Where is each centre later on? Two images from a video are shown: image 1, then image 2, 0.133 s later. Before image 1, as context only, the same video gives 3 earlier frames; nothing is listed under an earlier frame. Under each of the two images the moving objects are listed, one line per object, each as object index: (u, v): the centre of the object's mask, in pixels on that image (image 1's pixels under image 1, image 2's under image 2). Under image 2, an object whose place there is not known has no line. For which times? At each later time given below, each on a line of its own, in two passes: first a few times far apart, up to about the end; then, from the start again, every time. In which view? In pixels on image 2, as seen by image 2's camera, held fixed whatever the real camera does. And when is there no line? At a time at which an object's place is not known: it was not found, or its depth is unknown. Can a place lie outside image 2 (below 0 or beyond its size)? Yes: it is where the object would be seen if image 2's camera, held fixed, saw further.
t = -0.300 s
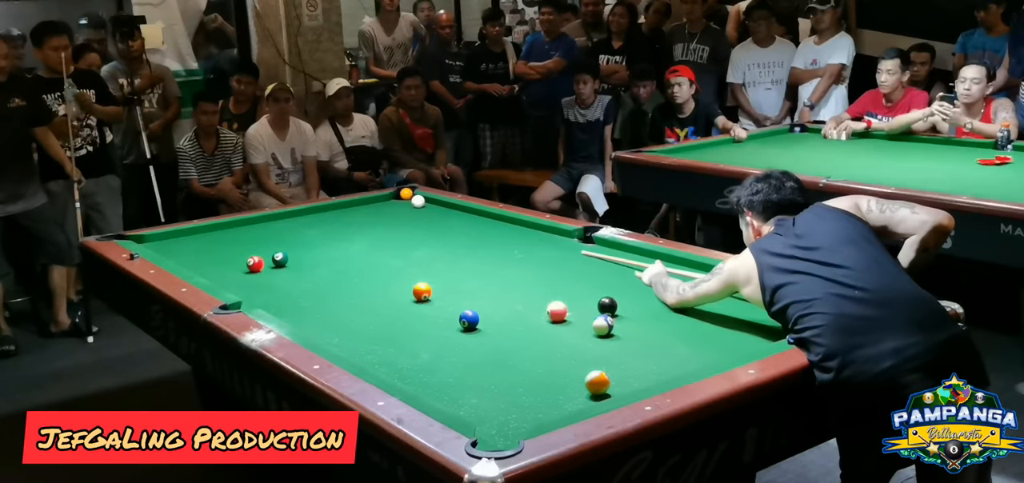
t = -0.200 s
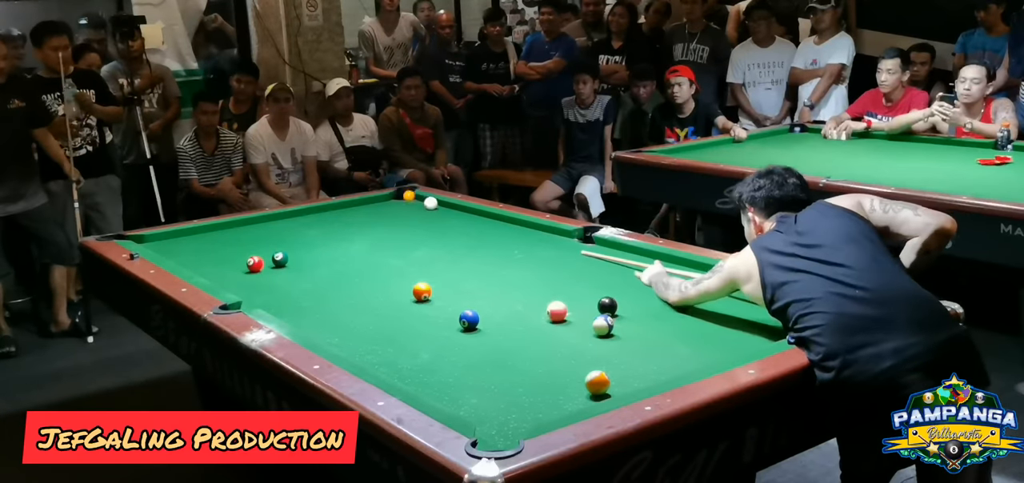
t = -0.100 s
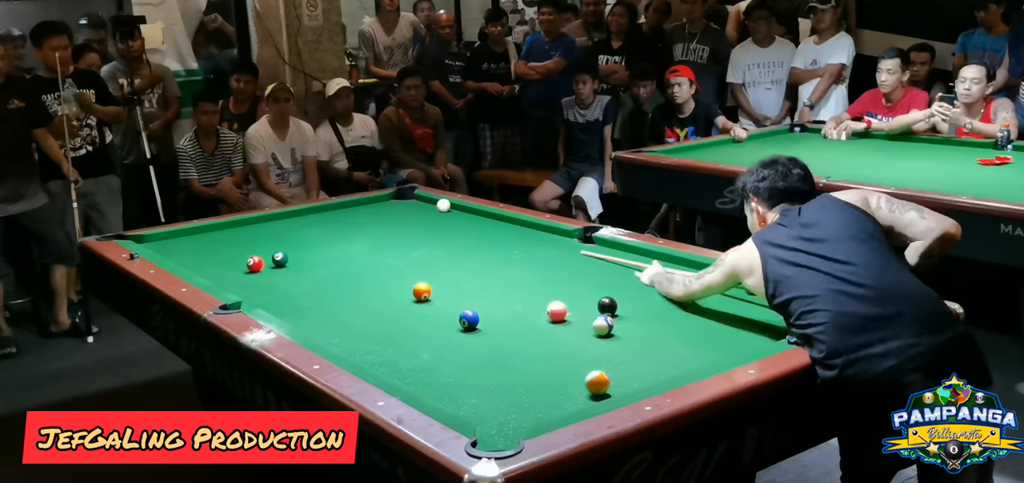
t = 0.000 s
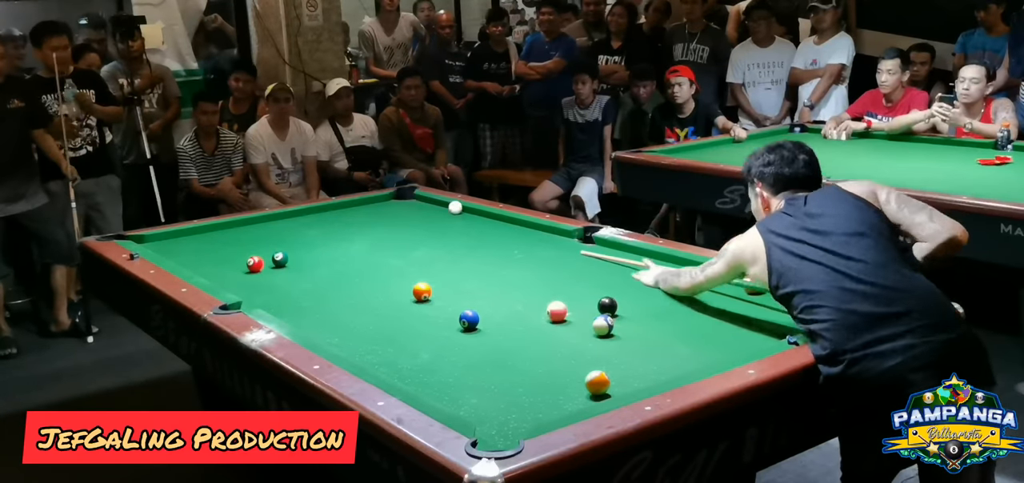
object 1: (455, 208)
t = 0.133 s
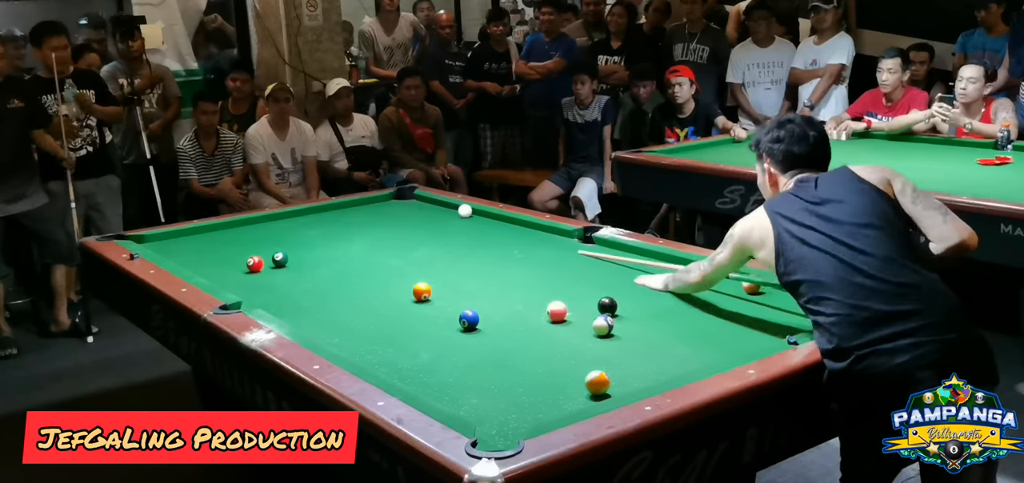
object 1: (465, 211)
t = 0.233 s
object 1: (472, 214)
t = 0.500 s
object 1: (493, 221)
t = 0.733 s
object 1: (511, 226)
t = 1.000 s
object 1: (533, 234)
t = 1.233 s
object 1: (552, 240)
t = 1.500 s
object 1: (573, 248)
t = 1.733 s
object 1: (591, 254)
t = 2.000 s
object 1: (613, 262)
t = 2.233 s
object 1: (633, 272)
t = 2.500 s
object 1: (654, 278)
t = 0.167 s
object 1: (467, 212)
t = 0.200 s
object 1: (470, 213)
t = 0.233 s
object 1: (472, 214)
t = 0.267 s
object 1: (475, 214)
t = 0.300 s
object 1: (478, 215)
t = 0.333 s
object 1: (480, 216)
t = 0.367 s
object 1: (482, 217)
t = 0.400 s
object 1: (485, 218)
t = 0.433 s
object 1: (488, 219)
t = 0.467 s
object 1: (490, 220)
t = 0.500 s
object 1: (493, 221)
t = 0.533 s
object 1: (495, 221)
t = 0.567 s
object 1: (498, 222)
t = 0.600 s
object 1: (501, 223)
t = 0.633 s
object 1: (503, 224)
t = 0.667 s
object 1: (506, 224)
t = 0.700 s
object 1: (509, 226)
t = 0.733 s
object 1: (511, 226)
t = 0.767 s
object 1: (514, 227)
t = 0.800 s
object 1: (516, 228)
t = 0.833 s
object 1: (519, 229)
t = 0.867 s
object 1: (522, 230)
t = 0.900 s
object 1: (525, 231)
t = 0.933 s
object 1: (527, 232)
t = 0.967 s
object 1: (530, 233)
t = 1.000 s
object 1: (533, 234)
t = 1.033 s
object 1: (535, 235)
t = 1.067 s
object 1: (538, 236)
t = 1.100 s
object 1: (541, 237)
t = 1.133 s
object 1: (543, 238)
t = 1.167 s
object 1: (546, 239)
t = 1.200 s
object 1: (549, 239)
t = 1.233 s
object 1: (552, 240)
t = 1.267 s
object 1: (554, 242)
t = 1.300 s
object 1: (557, 242)
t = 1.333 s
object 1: (559, 243)
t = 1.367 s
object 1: (562, 244)
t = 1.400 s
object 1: (565, 245)
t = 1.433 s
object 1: (568, 246)
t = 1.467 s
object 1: (570, 247)
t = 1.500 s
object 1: (573, 248)
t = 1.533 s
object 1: (575, 249)
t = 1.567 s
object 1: (578, 250)
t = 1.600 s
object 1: (581, 251)
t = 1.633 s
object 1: (583, 251)
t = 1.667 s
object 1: (586, 253)
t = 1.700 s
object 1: (589, 253)
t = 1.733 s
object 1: (591, 254)
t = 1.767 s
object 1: (594, 256)
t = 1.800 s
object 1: (597, 257)
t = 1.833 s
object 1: (599, 257)
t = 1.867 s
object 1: (602, 258)
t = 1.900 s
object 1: (605, 259)
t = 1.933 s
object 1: (608, 260)
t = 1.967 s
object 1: (610, 262)
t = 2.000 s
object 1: (613, 262)
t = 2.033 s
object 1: (616, 263)
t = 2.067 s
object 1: (618, 264)
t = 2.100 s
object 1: (621, 265)
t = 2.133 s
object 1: (624, 267)
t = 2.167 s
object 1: (627, 268)
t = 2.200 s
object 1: (631, 272)
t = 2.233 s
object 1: (633, 272)
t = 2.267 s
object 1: (634, 270)
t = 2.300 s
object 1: (637, 272)
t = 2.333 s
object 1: (641, 277)
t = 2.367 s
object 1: (645, 279)
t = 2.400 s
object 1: (648, 279)
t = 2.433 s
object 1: (650, 279)
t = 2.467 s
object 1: (650, 277)
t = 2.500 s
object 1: (654, 278)
